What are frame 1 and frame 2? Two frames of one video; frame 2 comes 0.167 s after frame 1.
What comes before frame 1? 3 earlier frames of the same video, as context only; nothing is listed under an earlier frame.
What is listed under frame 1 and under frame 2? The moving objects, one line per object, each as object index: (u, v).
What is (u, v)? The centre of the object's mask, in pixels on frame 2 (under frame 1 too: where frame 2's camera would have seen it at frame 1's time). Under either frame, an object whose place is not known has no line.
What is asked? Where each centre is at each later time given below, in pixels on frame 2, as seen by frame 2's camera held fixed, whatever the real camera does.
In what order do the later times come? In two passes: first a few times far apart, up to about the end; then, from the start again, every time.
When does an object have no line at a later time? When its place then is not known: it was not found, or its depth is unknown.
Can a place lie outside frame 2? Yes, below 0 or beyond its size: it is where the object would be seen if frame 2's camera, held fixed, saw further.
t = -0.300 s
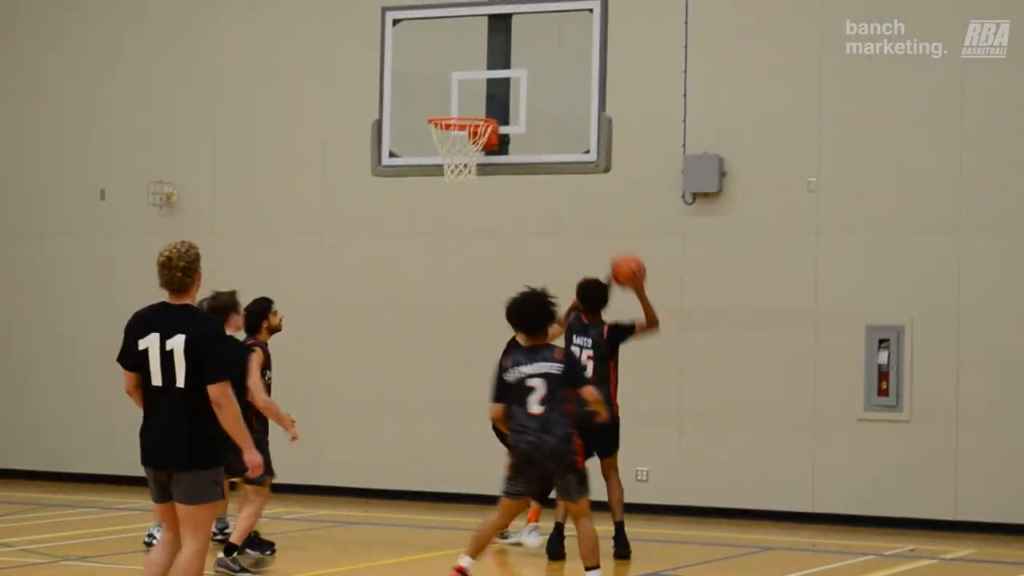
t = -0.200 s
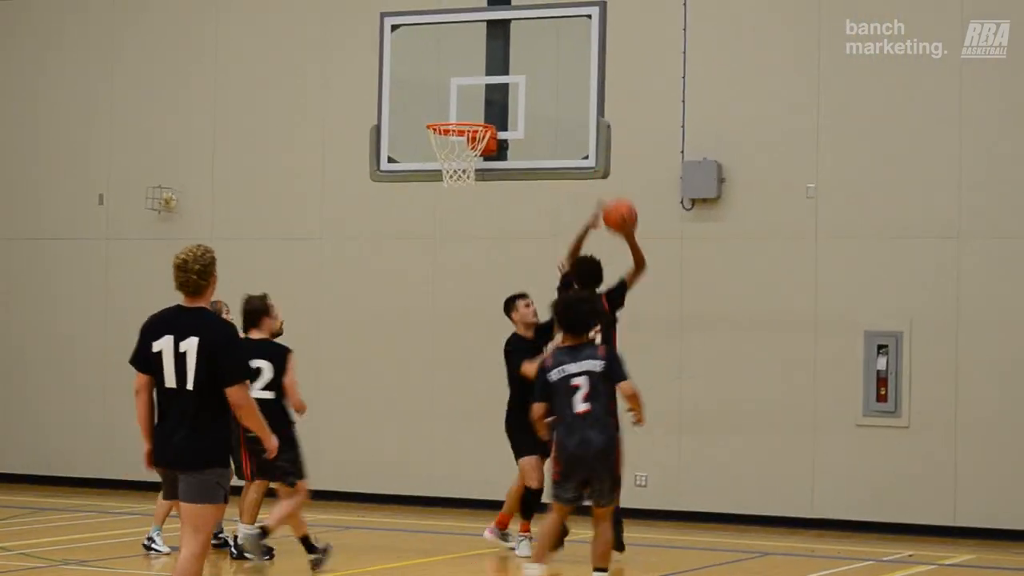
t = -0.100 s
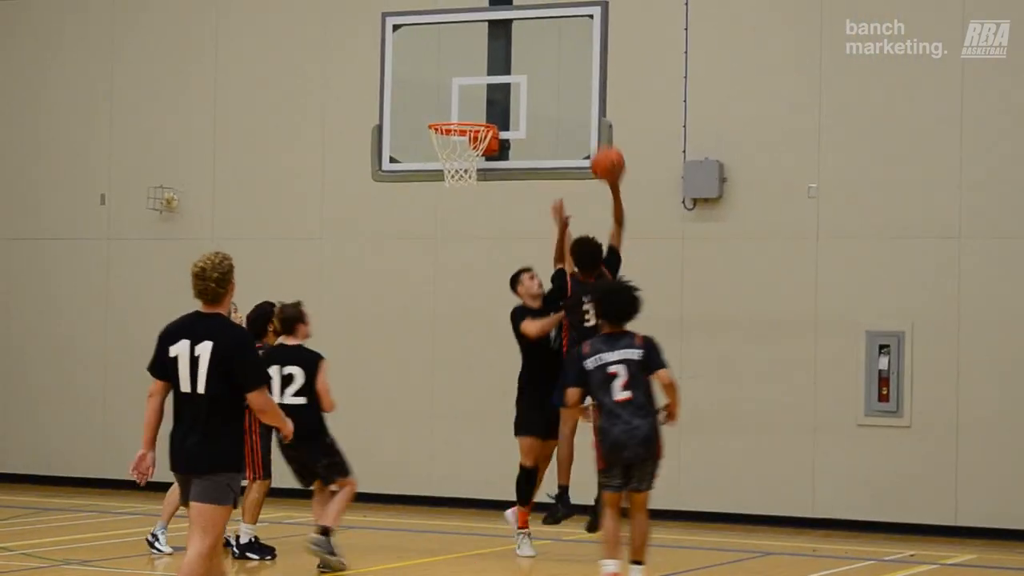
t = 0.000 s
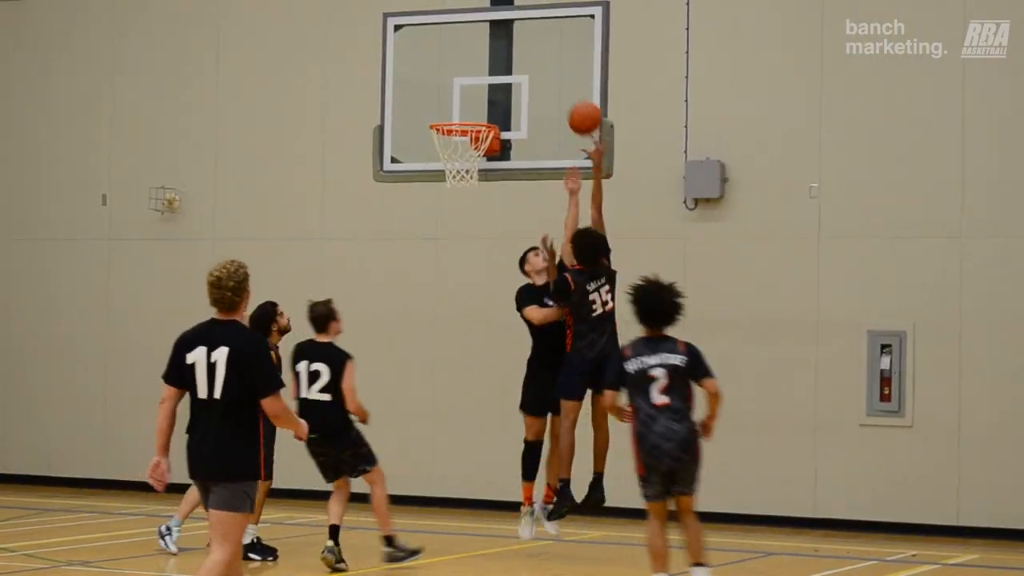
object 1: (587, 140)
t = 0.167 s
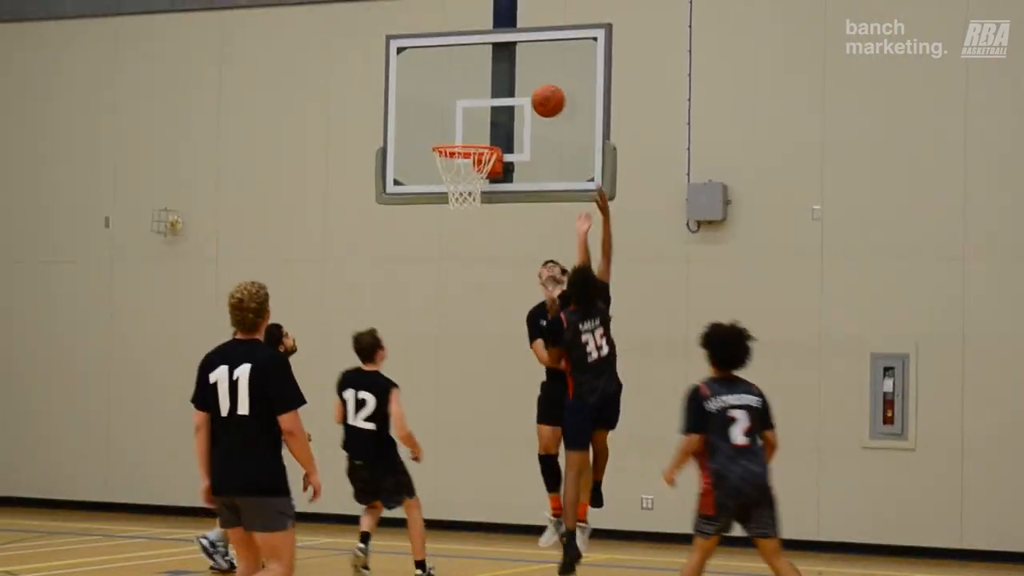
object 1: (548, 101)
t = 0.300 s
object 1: (515, 102)
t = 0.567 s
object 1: (458, 160)
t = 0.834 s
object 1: (455, 198)
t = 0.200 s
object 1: (540, 98)
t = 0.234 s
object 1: (531, 98)
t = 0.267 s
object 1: (523, 100)
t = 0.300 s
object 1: (515, 102)
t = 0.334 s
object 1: (506, 106)
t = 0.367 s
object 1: (497, 111)
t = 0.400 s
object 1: (489, 119)
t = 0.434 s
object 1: (481, 127)
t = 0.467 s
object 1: (472, 134)
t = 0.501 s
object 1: (467, 137)
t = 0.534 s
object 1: (462, 150)
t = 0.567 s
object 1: (458, 160)
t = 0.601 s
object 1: (456, 165)
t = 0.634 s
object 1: (451, 176)
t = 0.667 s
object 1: (450, 181)
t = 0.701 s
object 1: (450, 183)
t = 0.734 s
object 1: (450, 185)
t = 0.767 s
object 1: (451, 188)
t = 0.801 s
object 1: (454, 195)
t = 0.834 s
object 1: (455, 198)
